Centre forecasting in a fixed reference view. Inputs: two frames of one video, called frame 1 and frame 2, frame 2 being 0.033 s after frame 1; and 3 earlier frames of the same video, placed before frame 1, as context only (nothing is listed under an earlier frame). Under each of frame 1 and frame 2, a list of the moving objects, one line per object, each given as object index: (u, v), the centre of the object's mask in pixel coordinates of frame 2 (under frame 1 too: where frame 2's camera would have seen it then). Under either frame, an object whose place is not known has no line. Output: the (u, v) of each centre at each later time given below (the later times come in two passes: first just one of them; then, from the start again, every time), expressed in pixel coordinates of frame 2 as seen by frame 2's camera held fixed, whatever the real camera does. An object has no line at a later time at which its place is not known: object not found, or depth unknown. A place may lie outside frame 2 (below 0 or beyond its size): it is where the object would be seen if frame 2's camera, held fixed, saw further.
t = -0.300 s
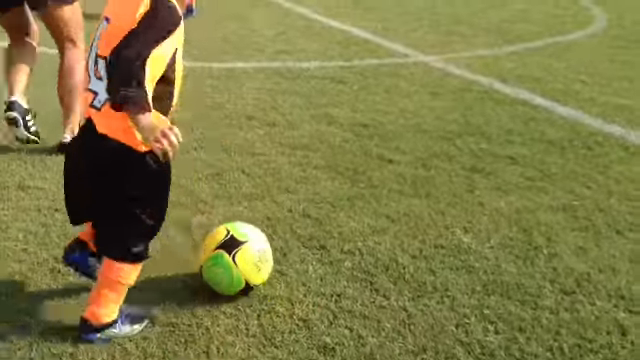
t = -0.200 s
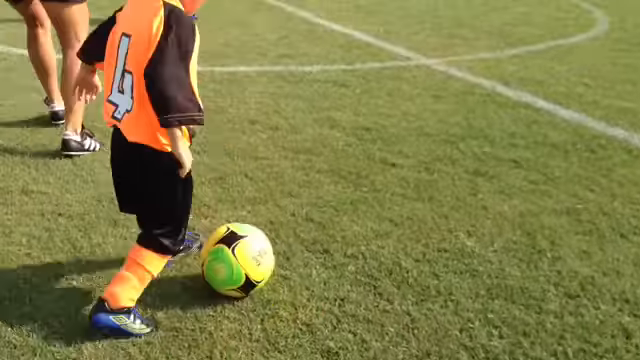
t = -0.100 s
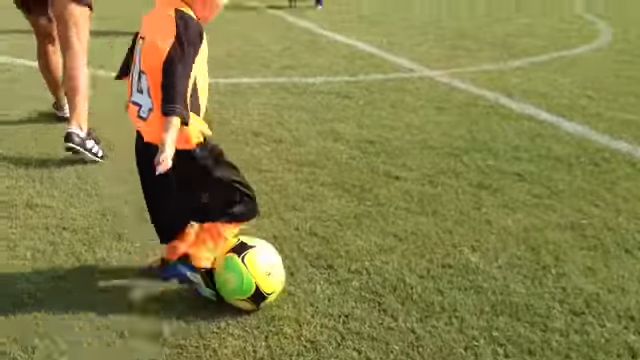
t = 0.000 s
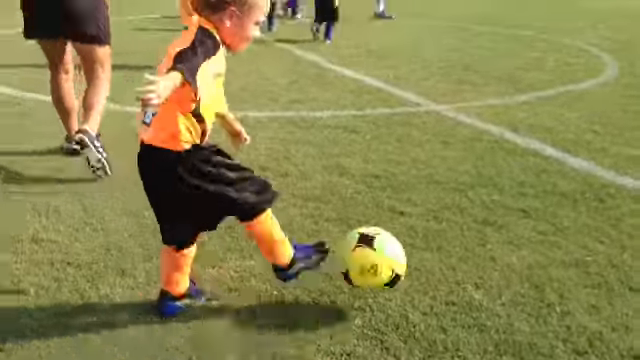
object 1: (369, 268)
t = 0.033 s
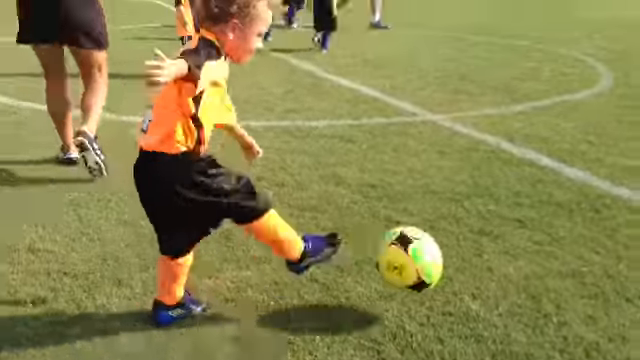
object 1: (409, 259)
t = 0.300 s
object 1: (654, 244)
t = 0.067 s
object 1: (448, 252)
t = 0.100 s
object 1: (486, 249)
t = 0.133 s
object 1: (521, 250)
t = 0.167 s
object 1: (553, 255)
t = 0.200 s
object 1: (585, 263)
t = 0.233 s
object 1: (611, 257)
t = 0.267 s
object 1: (631, 248)
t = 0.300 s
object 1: (654, 244)
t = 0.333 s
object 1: (672, 238)
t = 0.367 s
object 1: (691, 236)
